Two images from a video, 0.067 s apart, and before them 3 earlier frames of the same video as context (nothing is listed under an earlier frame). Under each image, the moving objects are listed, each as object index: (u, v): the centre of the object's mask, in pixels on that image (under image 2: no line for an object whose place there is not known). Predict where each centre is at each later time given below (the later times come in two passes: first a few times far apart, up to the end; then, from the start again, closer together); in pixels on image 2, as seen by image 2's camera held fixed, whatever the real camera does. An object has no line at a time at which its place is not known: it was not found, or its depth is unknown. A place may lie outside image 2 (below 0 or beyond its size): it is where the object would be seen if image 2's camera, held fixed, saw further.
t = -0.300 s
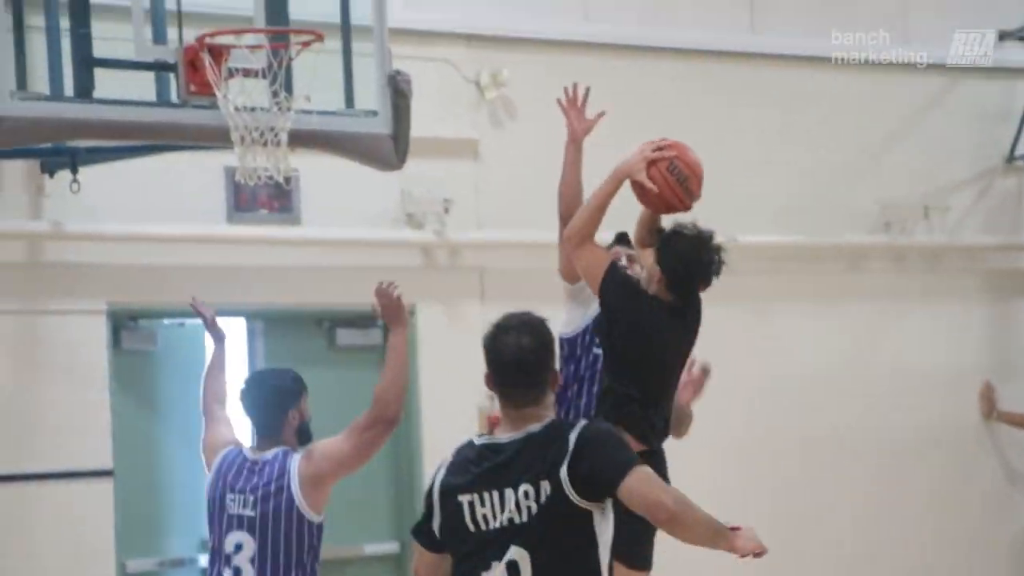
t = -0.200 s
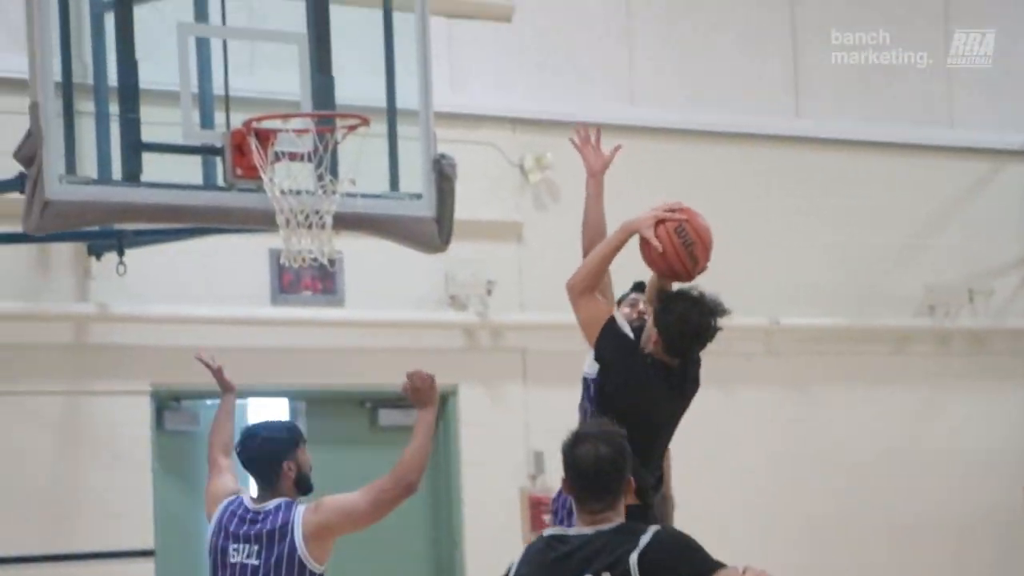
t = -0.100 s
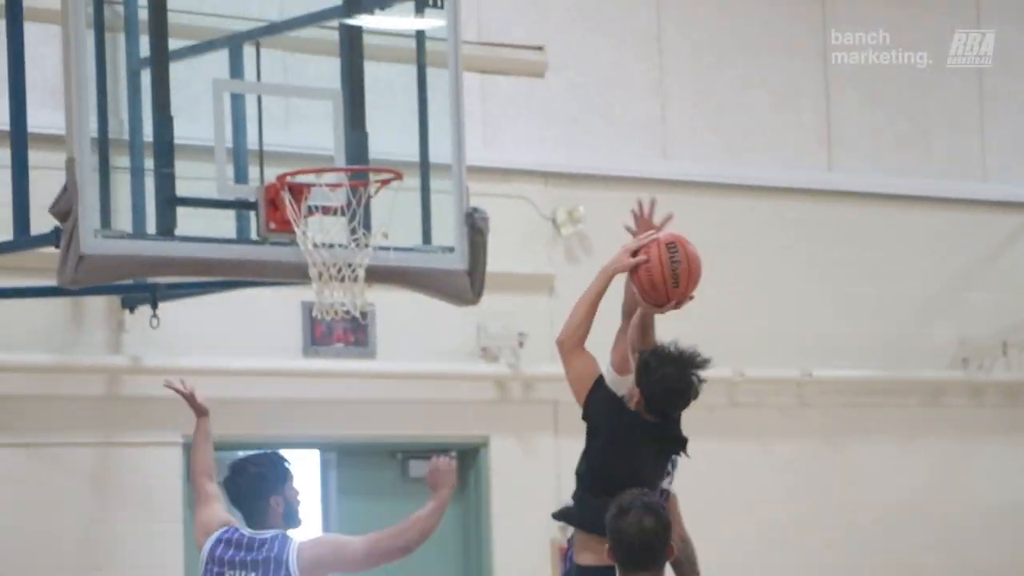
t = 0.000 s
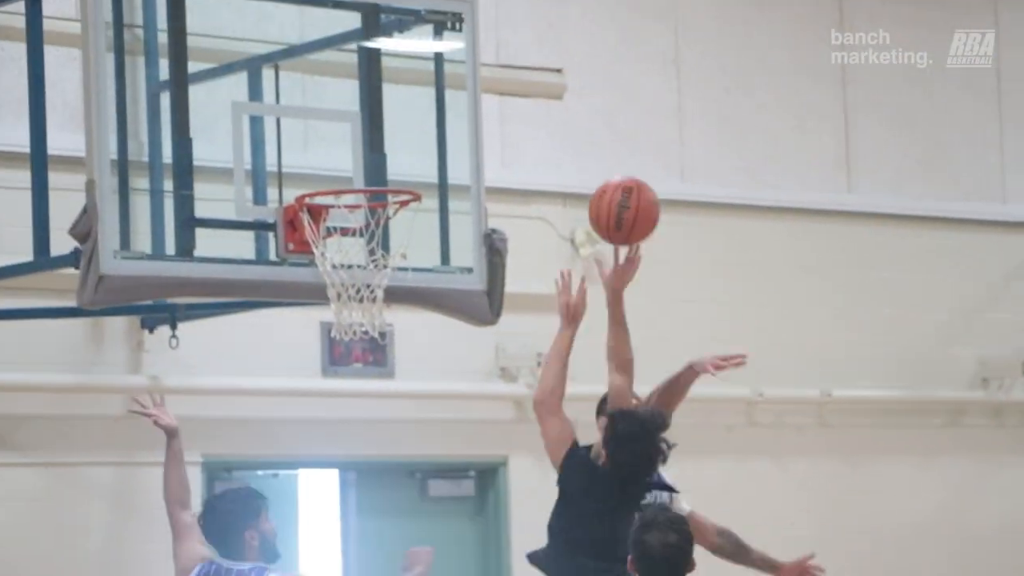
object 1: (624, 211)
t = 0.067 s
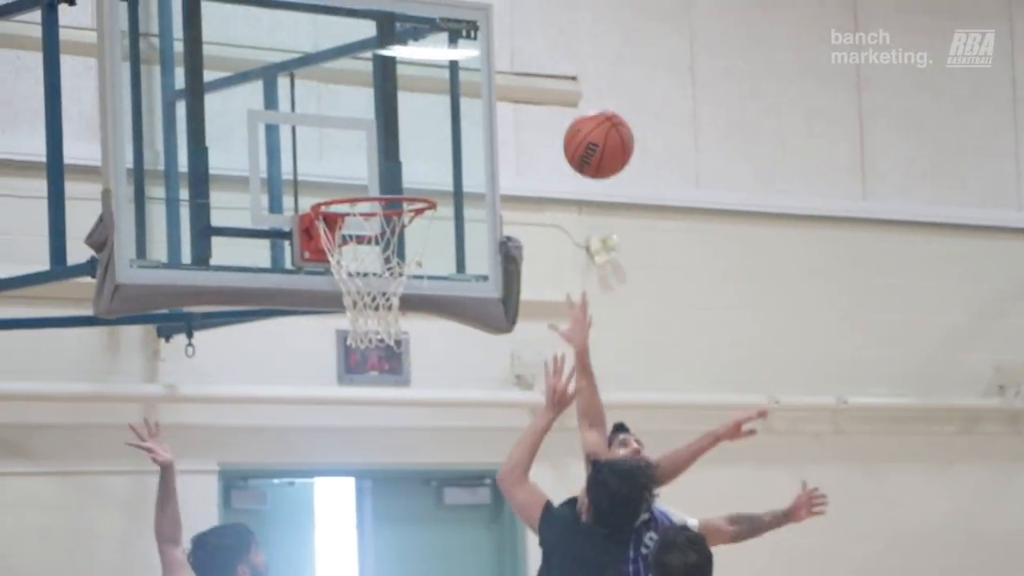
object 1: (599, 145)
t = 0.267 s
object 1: (484, 6)
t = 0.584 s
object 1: (333, 13)
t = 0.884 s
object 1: (318, 164)
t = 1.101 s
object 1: (326, 116)
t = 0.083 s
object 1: (588, 128)
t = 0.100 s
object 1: (578, 113)
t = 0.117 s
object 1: (569, 98)
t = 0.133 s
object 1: (559, 84)
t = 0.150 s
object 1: (550, 72)
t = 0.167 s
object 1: (540, 59)
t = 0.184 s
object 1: (531, 48)
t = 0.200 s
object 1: (521, 38)
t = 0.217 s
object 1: (512, 29)
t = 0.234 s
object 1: (502, 20)
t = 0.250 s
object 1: (493, 12)
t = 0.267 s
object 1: (484, 6)
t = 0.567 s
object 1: (341, 5)
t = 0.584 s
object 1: (333, 13)
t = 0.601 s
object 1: (326, 20)
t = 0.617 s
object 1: (319, 29)
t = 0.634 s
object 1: (312, 38)
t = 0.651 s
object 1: (305, 49)
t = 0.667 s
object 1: (298, 59)
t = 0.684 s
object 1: (291, 70)
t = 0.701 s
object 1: (284, 82)
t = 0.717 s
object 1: (278, 94)
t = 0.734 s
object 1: (279, 103)
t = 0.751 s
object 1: (284, 110)
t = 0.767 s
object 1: (289, 119)
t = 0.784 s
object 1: (294, 129)
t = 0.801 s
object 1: (299, 139)
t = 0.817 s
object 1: (304, 150)
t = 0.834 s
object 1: (310, 161)
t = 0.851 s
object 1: (315, 174)
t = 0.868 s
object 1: (318, 172)
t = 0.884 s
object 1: (318, 164)
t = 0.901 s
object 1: (319, 156)
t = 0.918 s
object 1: (319, 149)
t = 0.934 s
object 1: (320, 143)
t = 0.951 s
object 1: (320, 138)
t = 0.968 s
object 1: (321, 133)
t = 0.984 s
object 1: (321, 129)
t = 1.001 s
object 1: (322, 125)
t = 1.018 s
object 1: (322, 122)
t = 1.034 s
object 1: (323, 120)
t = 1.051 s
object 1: (324, 118)
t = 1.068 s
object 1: (325, 117)
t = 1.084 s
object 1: (325, 116)
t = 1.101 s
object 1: (326, 116)
